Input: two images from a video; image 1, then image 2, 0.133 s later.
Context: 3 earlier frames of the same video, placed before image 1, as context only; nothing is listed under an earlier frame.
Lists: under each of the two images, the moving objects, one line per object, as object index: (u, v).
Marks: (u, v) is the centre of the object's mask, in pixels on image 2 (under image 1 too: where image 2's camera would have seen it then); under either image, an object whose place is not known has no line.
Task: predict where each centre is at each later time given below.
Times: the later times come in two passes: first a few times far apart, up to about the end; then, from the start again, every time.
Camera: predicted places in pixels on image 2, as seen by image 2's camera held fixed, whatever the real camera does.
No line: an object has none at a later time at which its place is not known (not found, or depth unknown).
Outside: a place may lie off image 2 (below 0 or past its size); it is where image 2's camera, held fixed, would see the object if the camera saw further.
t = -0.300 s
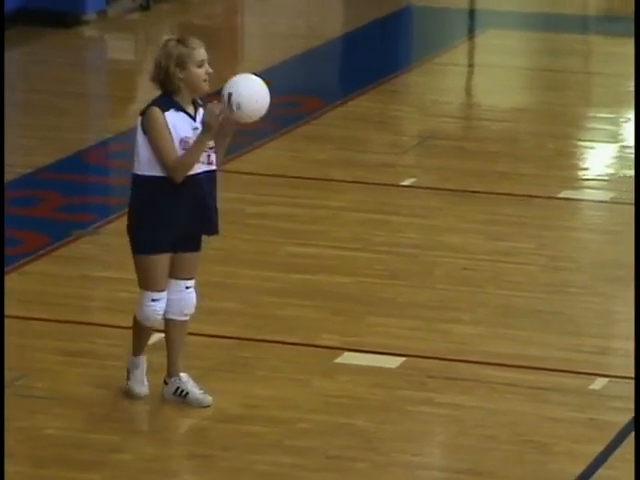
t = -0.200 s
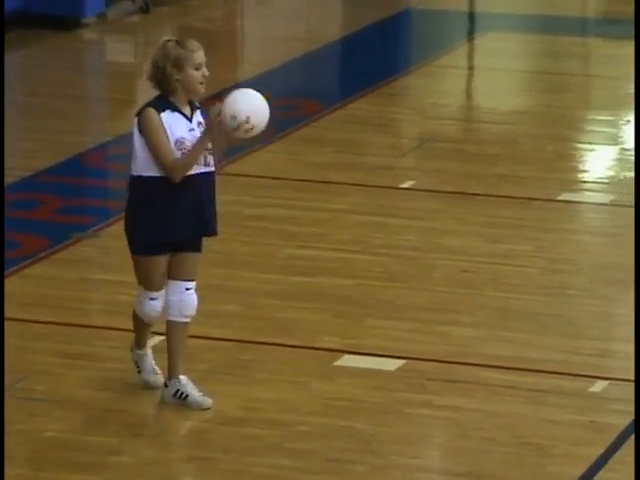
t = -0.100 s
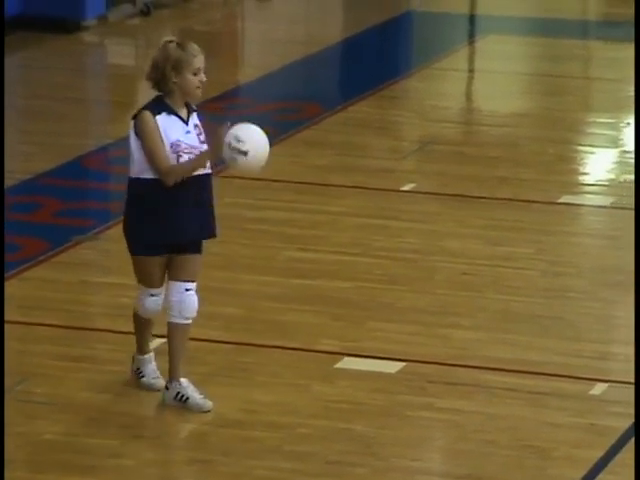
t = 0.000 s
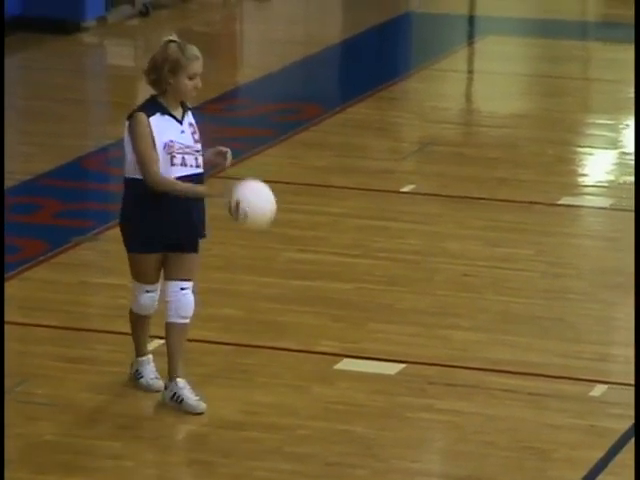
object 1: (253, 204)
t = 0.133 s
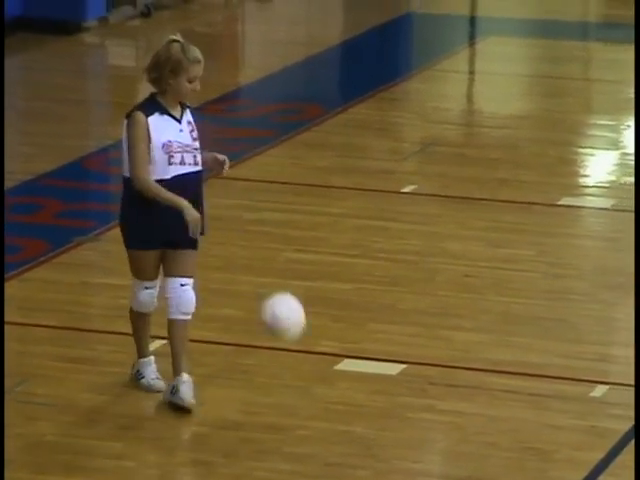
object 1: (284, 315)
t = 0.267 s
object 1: (299, 347)
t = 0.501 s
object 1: (299, 220)
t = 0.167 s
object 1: (291, 348)
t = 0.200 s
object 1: (297, 387)
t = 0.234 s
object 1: (300, 375)
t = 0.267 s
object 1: (299, 347)
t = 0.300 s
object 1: (300, 320)
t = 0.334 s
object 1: (299, 298)
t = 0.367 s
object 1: (299, 277)
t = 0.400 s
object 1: (299, 260)
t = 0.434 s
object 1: (300, 244)
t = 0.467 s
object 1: (299, 230)
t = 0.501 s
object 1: (299, 220)
